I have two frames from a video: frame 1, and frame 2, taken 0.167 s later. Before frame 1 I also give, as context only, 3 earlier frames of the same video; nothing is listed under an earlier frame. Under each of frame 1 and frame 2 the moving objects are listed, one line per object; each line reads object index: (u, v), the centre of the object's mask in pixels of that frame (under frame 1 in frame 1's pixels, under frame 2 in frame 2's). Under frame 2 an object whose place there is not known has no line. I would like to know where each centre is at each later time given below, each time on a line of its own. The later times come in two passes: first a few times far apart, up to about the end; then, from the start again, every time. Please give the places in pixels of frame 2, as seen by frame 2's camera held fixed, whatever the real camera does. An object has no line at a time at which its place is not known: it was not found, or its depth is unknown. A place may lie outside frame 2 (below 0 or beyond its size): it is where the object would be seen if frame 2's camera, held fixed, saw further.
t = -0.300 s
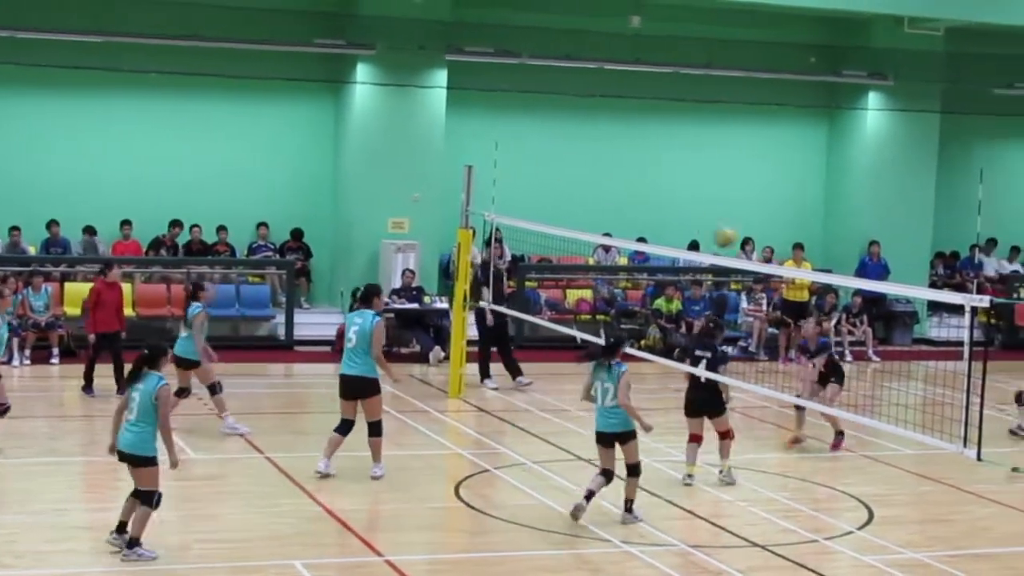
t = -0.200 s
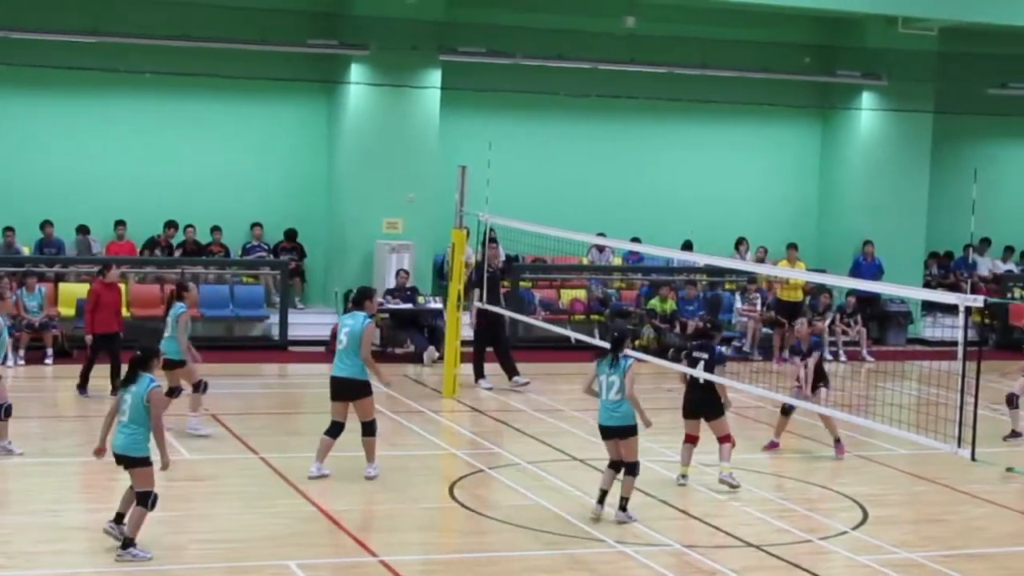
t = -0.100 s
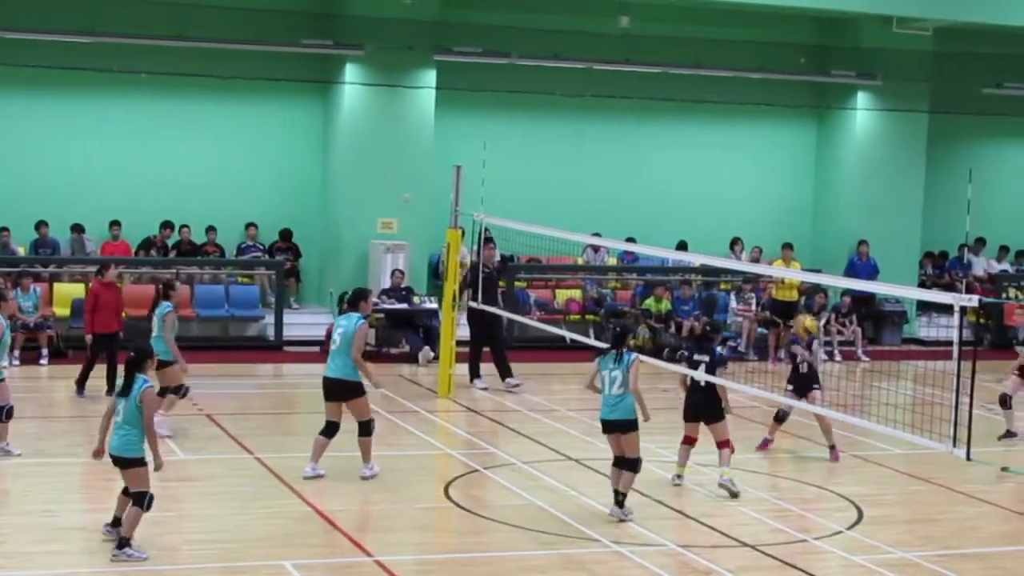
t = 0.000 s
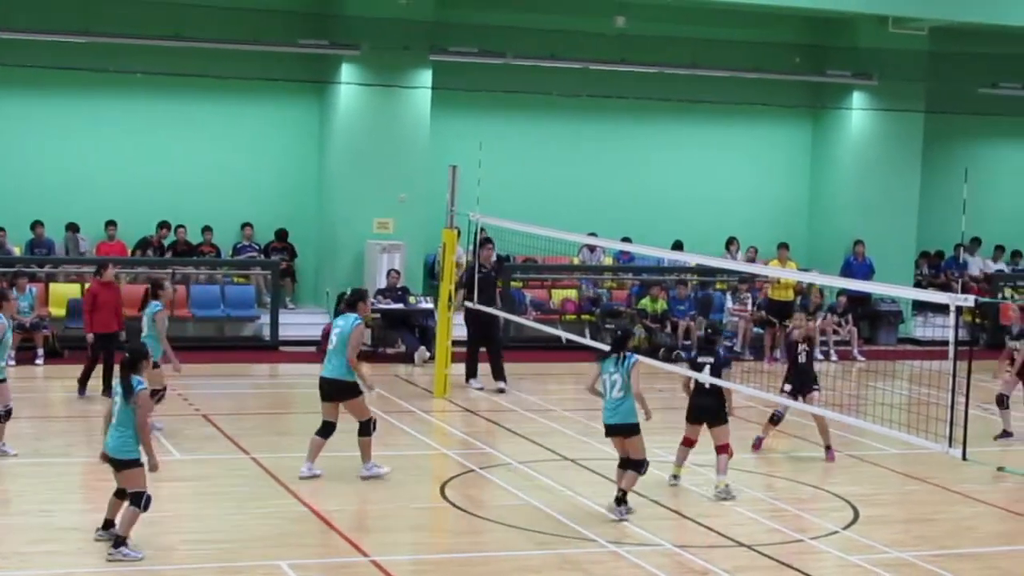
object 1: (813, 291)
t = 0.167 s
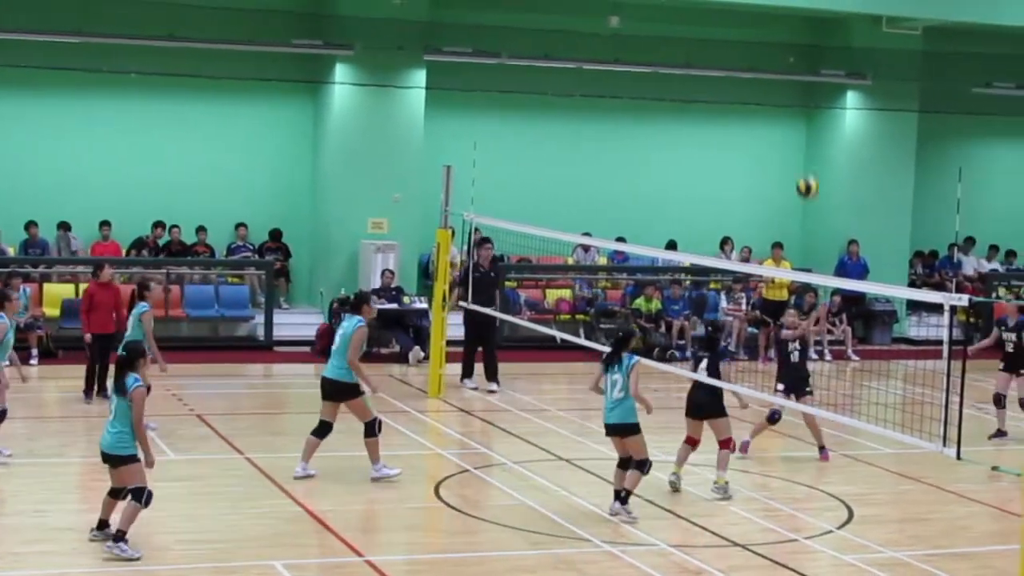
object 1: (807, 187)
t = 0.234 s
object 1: (807, 157)
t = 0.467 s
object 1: (805, 87)
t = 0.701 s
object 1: (799, 75)
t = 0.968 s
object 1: (789, 130)
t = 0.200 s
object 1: (807, 172)
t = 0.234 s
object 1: (807, 157)
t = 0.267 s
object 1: (808, 144)
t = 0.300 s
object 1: (806, 132)
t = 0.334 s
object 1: (807, 122)
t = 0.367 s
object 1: (805, 112)
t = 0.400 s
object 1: (806, 104)
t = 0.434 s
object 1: (805, 95)
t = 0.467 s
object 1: (805, 87)
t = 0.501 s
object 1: (804, 83)
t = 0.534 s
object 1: (803, 79)
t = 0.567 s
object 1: (802, 75)
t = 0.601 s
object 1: (803, 74)
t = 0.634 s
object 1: (801, 73)
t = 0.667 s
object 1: (800, 73)
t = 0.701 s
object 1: (799, 75)
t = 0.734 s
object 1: (798, 77)
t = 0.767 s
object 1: (797, 81)
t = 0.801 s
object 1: (797, 87)
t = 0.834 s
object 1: (795, 91)
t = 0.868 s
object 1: (794, 99)
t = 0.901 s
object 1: (793, 107)
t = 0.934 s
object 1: (790, 118)
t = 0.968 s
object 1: (789, 130)
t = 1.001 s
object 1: (787, 143)
